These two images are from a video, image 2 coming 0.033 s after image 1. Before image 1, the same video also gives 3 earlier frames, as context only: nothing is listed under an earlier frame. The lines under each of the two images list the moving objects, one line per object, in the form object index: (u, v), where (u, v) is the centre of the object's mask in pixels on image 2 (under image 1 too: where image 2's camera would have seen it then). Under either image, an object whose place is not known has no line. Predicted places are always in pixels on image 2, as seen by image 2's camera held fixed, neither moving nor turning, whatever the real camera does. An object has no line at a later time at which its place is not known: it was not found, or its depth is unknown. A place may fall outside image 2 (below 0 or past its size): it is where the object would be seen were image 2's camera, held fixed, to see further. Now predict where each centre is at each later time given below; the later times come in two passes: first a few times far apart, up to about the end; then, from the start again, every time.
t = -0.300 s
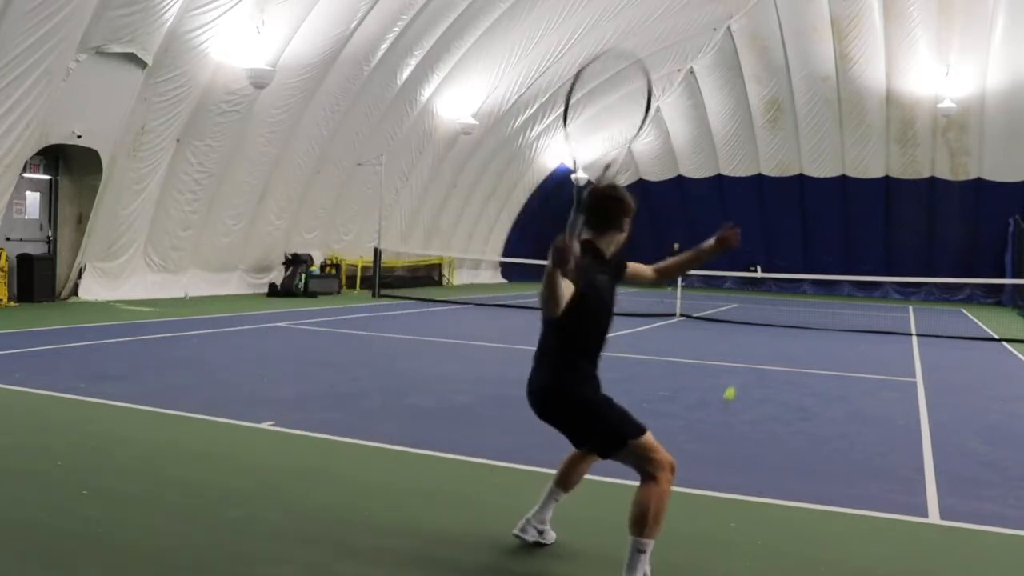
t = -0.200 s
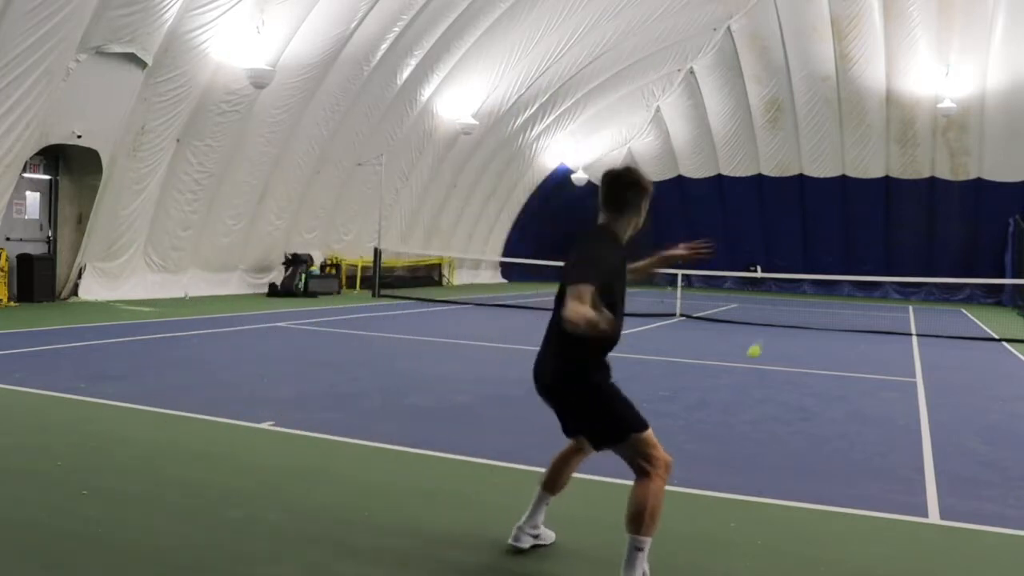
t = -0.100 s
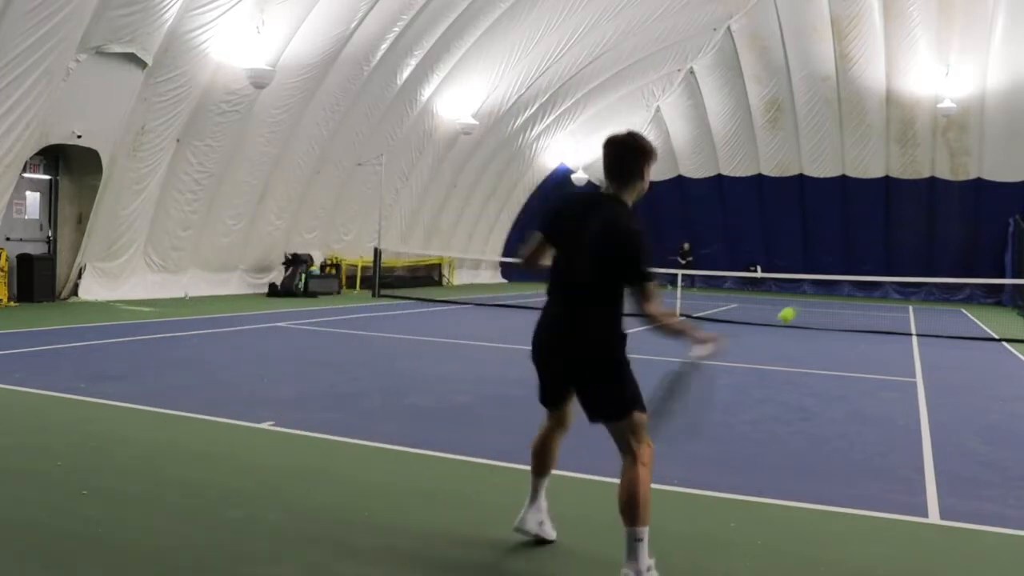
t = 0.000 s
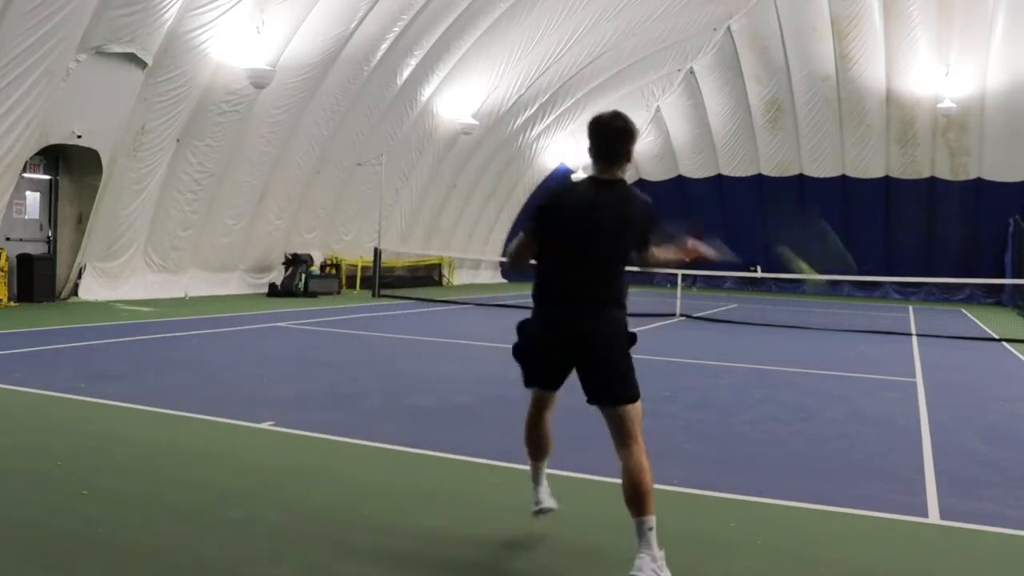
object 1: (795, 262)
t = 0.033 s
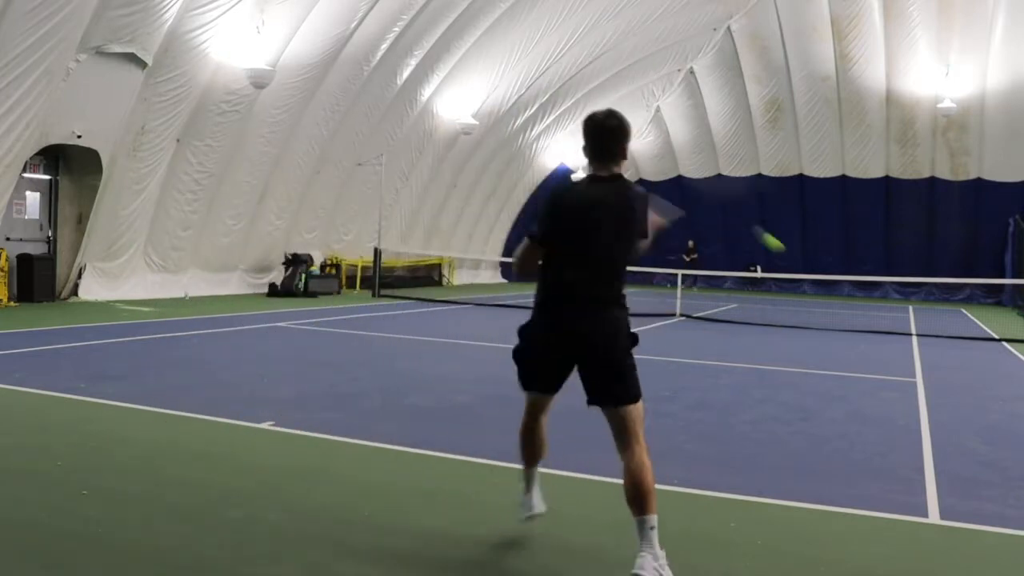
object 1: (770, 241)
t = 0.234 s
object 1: (699, 204)
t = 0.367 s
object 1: (685, 213)
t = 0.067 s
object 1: (748, 224)
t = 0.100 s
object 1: (733, 214)
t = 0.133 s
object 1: (721, 208)
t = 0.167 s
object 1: (712, 205)
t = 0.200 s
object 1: (705, 204)
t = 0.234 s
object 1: (699, 204)
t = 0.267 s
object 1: (695, 206)
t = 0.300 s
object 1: (691, 208)
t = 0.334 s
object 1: (688, 210)
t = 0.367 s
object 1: (685, 213)
